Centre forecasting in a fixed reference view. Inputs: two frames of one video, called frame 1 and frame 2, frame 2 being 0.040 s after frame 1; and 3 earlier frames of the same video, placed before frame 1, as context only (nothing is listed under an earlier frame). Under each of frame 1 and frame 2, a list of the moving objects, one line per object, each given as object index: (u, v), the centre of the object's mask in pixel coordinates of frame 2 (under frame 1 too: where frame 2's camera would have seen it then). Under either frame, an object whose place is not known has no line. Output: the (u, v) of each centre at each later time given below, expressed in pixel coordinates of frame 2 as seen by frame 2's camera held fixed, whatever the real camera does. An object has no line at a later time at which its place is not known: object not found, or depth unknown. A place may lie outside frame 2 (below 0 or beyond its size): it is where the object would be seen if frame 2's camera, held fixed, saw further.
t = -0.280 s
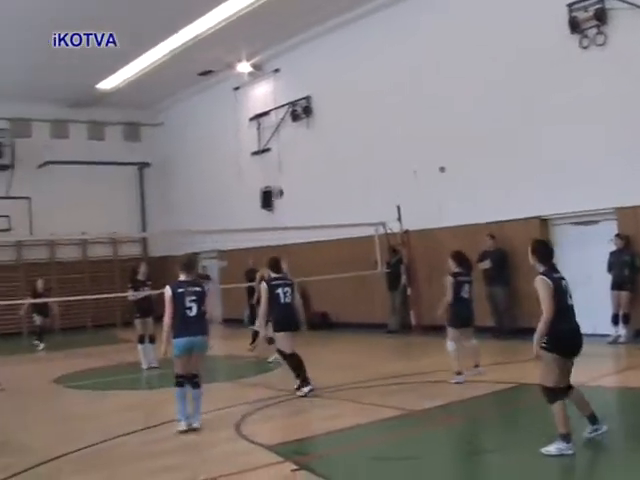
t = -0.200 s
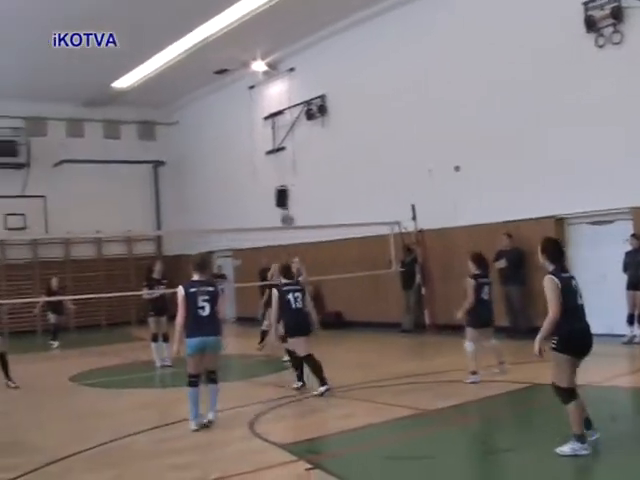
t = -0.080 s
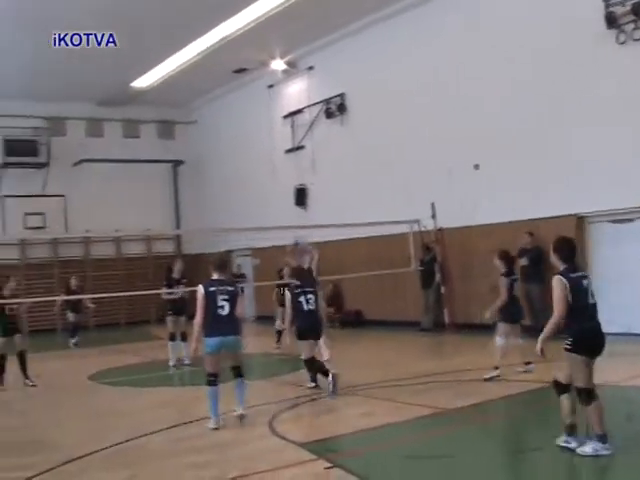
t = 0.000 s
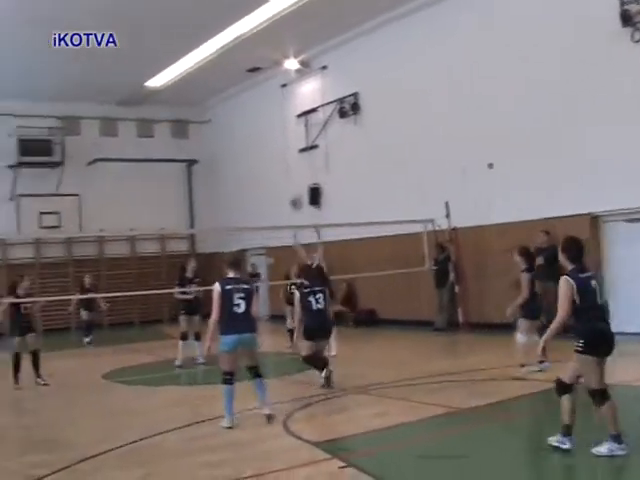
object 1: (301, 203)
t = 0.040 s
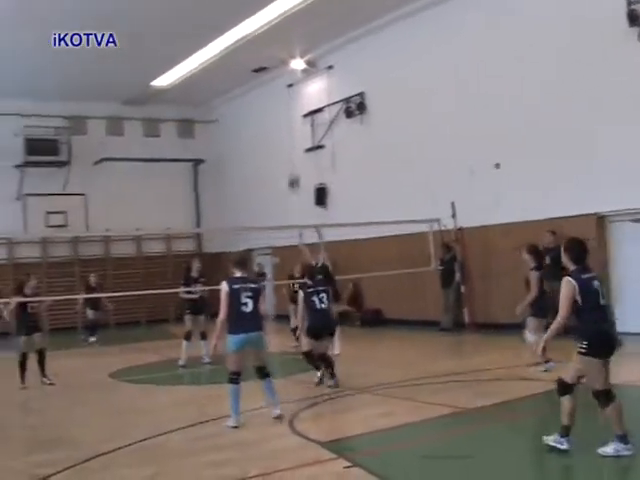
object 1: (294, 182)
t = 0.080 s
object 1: (287, 163)
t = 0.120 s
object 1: (279, 146)
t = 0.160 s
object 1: (271, 130)
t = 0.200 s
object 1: (264, 116)
